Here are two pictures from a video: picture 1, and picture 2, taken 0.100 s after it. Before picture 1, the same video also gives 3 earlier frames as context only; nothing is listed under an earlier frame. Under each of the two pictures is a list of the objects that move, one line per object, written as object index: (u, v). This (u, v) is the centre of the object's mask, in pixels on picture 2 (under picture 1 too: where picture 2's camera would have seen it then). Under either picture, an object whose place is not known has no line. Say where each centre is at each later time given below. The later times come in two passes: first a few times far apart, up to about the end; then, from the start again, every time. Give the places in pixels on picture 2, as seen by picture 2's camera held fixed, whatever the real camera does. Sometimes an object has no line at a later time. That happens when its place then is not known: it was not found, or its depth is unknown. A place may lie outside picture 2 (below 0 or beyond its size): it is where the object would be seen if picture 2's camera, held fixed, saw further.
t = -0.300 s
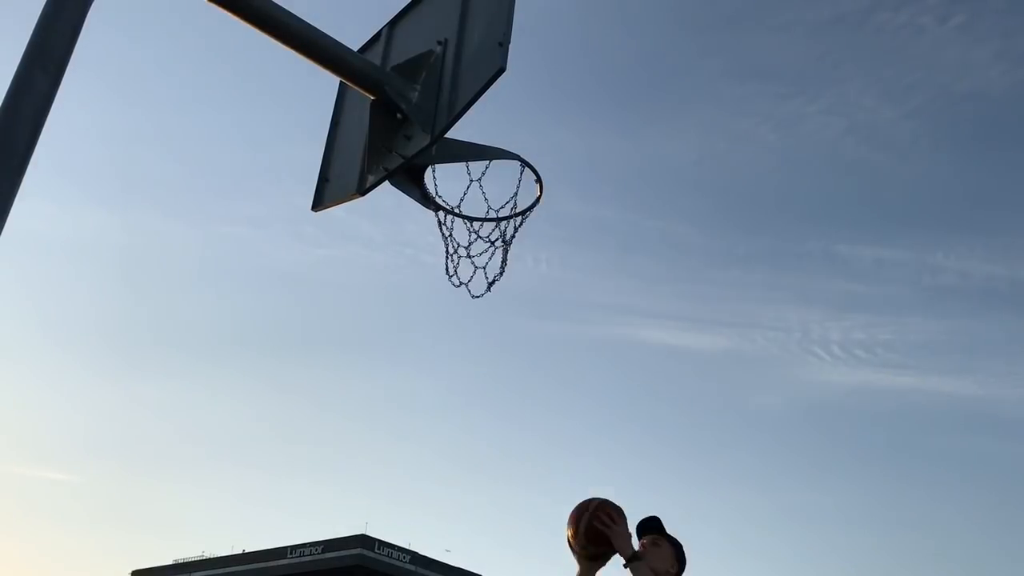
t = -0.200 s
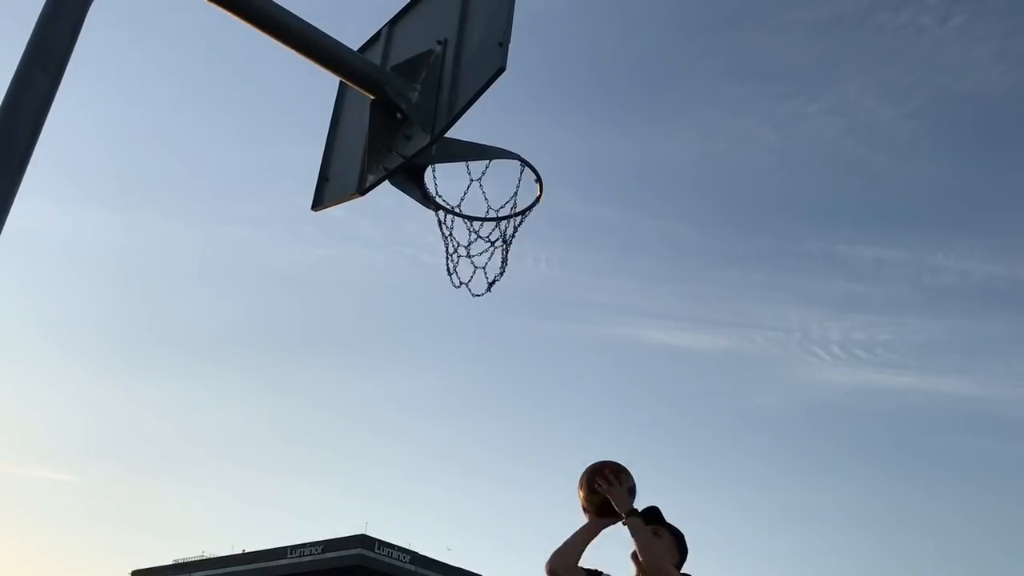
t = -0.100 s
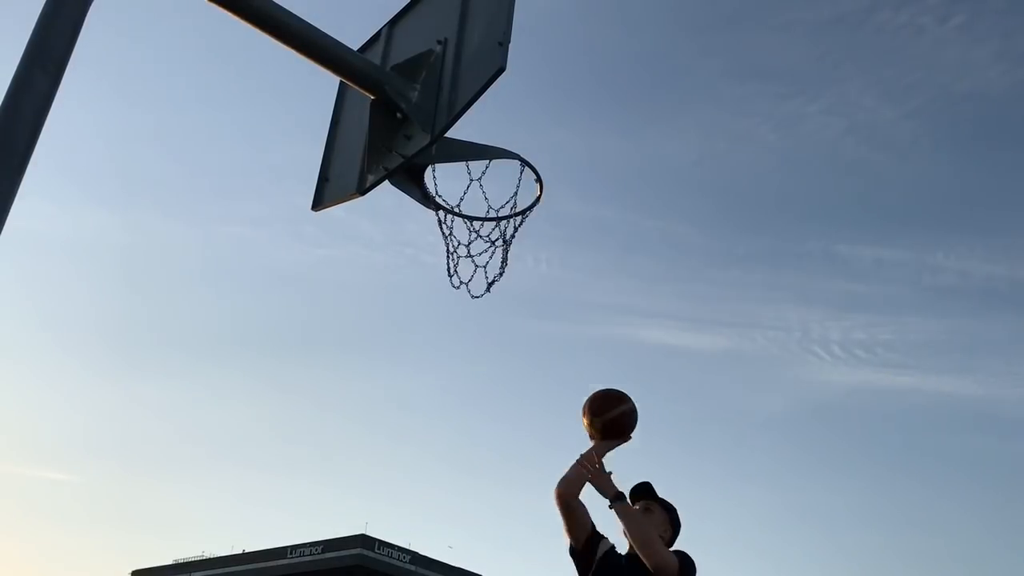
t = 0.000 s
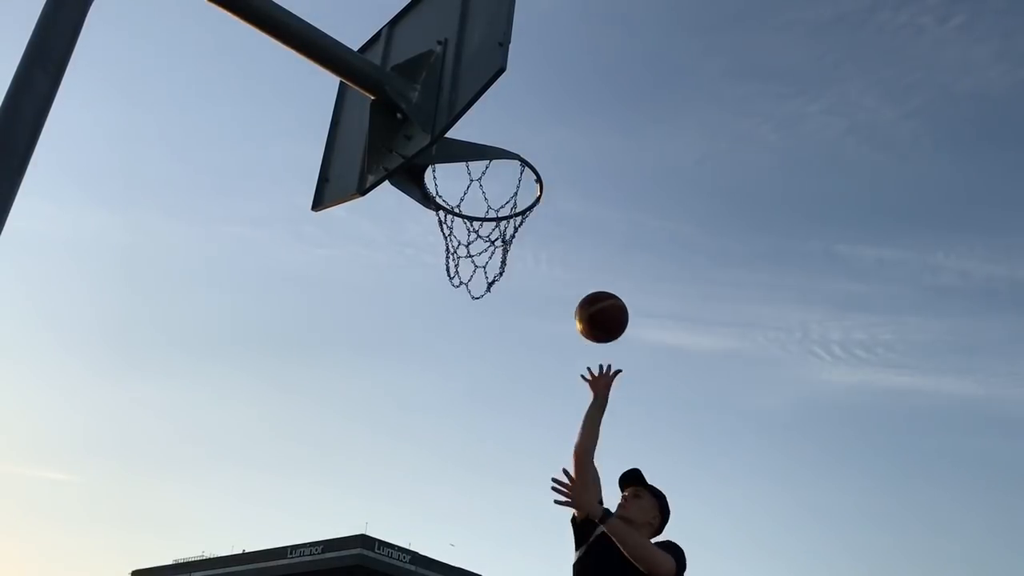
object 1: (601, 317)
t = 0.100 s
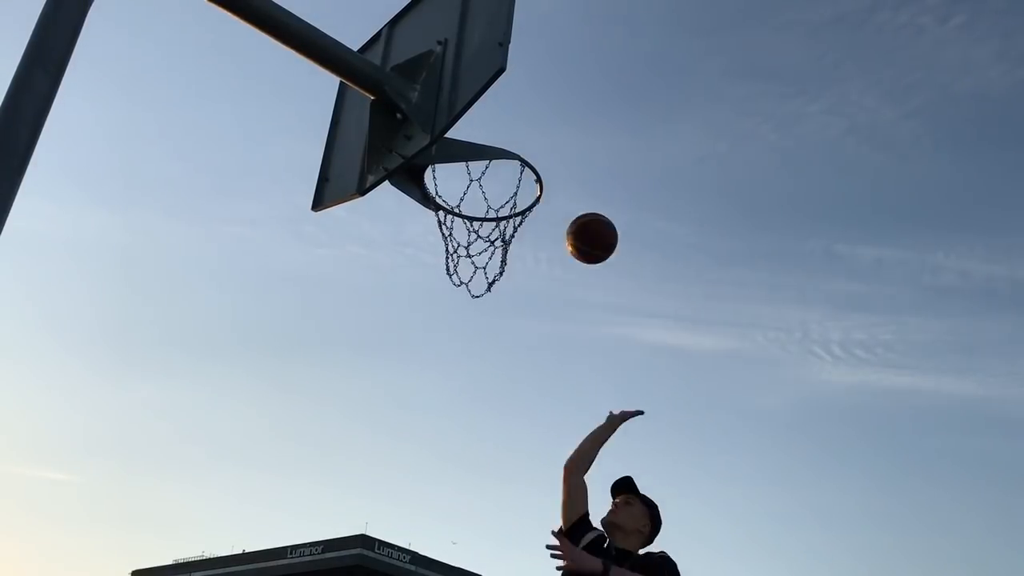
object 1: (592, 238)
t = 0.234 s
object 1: (577, 164)
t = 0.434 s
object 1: (553, 109)
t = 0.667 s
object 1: (519, 131)
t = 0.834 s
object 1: (483, 221)
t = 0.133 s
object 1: (588, 217)
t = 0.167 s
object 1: (585, 197)
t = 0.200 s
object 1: (581, 180)
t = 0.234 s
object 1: (577, 164)
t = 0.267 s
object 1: (574, 150)
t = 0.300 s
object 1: (570, 139)
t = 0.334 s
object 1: (566, 128)
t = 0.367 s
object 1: (562, 120)
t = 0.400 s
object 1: (558, 114)
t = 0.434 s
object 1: (553, 109)
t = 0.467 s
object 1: (549, 107)
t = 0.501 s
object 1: (544, 106)
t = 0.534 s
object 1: (540, 107)
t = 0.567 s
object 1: (535, 111)
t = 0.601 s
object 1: (529, 116)
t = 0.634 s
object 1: (524, 123)
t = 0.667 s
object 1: (519, 131)
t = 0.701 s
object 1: (514, 143)
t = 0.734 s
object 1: (508, 160)
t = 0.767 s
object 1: (499, 182)
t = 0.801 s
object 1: (490, 197)
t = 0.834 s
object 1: (483, 221)
